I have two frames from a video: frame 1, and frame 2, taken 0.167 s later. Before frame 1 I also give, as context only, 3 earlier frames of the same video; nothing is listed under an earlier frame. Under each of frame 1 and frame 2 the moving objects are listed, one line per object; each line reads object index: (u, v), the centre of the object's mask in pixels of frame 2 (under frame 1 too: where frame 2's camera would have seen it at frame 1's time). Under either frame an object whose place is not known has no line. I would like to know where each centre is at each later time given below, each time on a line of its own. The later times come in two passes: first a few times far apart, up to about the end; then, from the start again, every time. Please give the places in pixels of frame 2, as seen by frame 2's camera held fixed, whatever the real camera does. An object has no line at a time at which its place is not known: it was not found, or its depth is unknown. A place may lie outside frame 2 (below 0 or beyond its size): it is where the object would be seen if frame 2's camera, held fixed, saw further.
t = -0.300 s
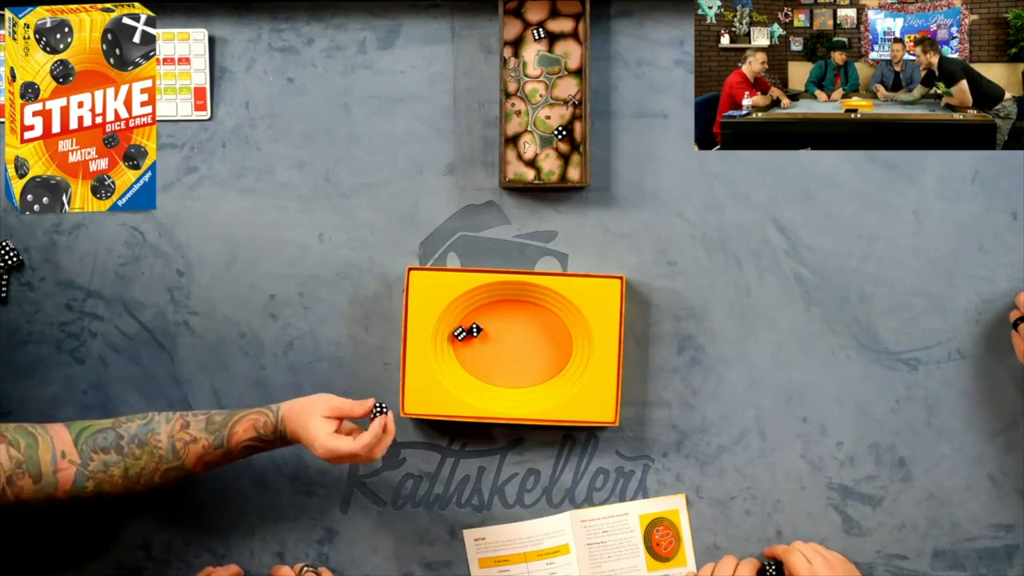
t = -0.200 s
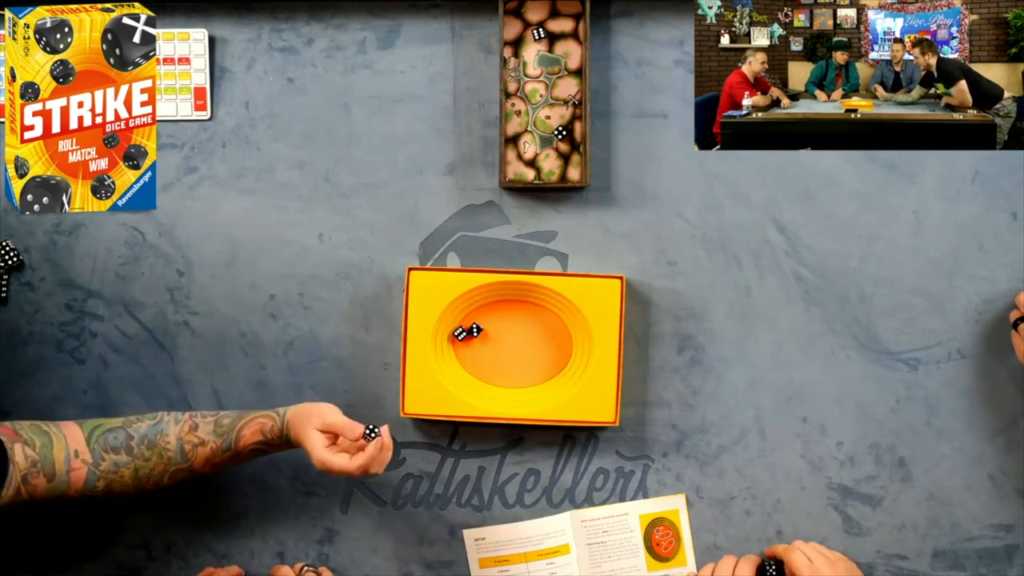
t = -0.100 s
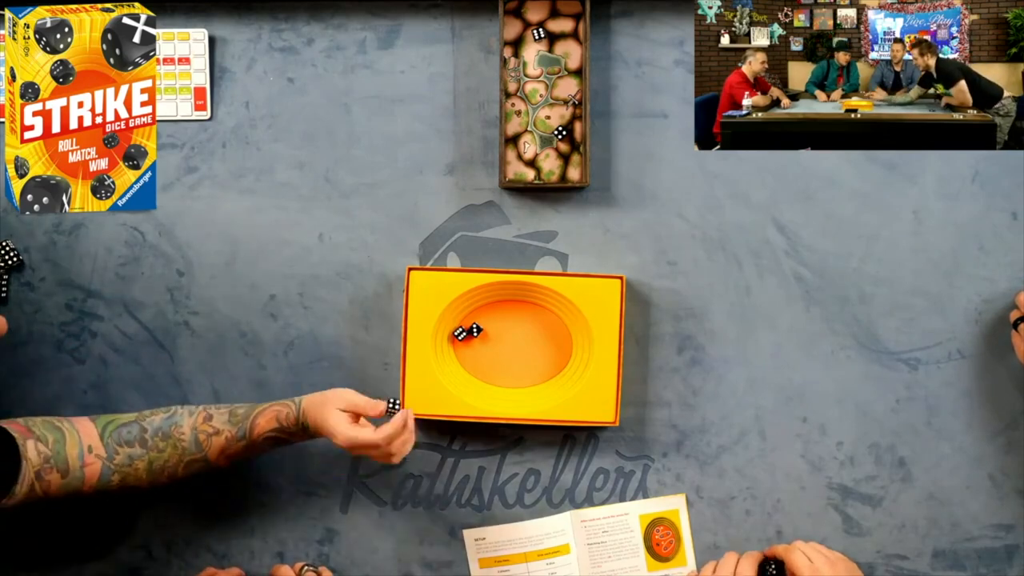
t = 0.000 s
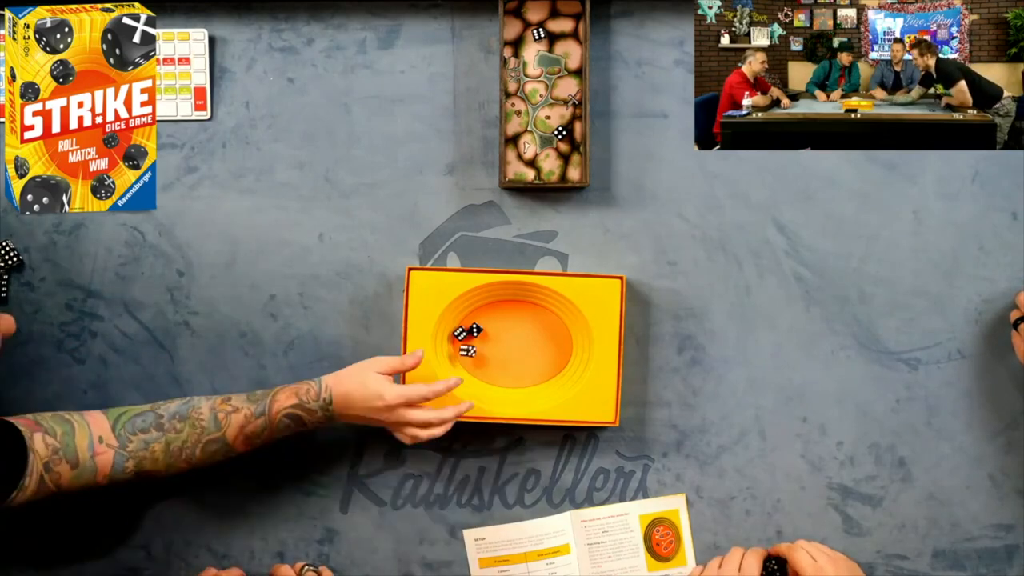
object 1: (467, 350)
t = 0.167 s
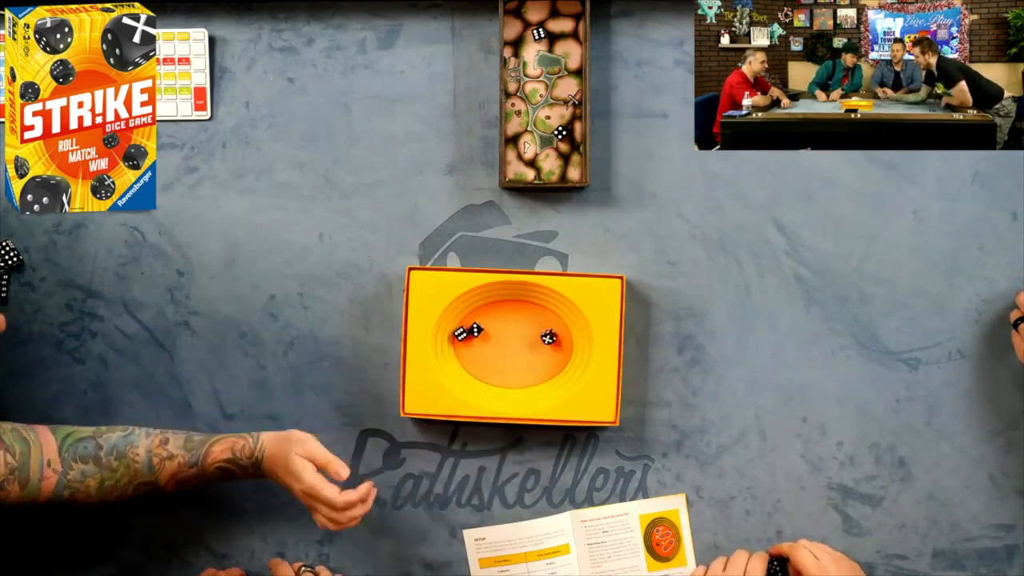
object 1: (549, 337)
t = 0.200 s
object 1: (563, 330)
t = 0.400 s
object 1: (549, 345)
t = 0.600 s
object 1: (537, 360)
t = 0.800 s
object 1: (534, 380)
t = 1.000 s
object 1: (532, 375)
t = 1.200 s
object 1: (531, 379)
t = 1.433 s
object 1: (530, 379)
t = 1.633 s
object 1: (530, 379)
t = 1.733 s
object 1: (530, 379)
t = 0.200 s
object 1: (563, 330)
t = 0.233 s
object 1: (568, 330)
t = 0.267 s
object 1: (568, 332)
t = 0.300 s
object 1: (562, 336)
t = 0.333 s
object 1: (556, 340)
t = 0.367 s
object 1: (552, 341)
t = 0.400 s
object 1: (549, 345)
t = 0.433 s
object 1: (548, 348)
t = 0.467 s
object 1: (548, 352)
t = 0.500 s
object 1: (547, 355)
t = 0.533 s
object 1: (544, 358)
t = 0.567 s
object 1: (541, 360)
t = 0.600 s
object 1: (537, 360)
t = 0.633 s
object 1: (534, 362)
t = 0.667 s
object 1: (531, 366)
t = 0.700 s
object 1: (532, 371)
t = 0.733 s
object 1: (532, 374)
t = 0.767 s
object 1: (533, 378)
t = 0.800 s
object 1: (534, 380)
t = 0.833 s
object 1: (534, 379)
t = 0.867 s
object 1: (534, 377)
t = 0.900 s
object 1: (532, 376)
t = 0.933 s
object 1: (532, 377)
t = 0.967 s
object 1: (533, 376)
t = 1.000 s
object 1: (532, 375)
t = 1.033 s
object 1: (532, 376)
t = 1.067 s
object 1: (532, 377)
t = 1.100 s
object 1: (531, 377)
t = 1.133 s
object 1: (532, 378)
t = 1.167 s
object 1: (531, 378)
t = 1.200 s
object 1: (531, 379)
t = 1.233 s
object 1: (531, 379)
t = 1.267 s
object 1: (530, 379)
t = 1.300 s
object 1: (530, 379)
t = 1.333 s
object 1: (530, 379)
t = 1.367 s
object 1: (530, 379)
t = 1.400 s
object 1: (530, 379)
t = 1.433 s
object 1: (530, 379)
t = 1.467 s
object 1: (530, 379)
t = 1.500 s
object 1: (530, 379)
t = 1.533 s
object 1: (530, 379)
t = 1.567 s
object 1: (530, 379)
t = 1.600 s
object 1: (530, 379)
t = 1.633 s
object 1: (530, 379)
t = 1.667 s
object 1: (530, 379)
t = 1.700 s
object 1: (530, 379)
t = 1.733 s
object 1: (530, 379)
